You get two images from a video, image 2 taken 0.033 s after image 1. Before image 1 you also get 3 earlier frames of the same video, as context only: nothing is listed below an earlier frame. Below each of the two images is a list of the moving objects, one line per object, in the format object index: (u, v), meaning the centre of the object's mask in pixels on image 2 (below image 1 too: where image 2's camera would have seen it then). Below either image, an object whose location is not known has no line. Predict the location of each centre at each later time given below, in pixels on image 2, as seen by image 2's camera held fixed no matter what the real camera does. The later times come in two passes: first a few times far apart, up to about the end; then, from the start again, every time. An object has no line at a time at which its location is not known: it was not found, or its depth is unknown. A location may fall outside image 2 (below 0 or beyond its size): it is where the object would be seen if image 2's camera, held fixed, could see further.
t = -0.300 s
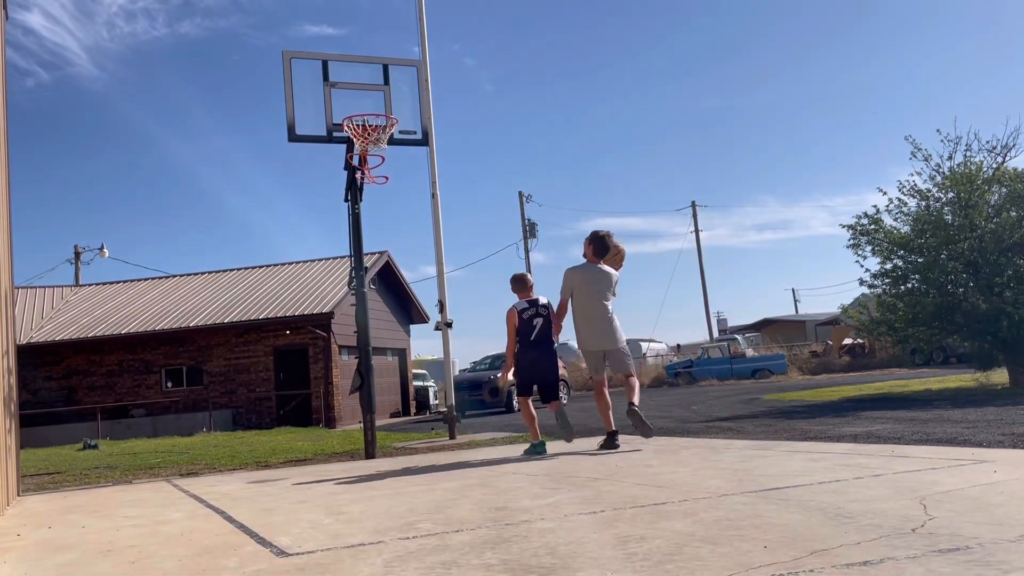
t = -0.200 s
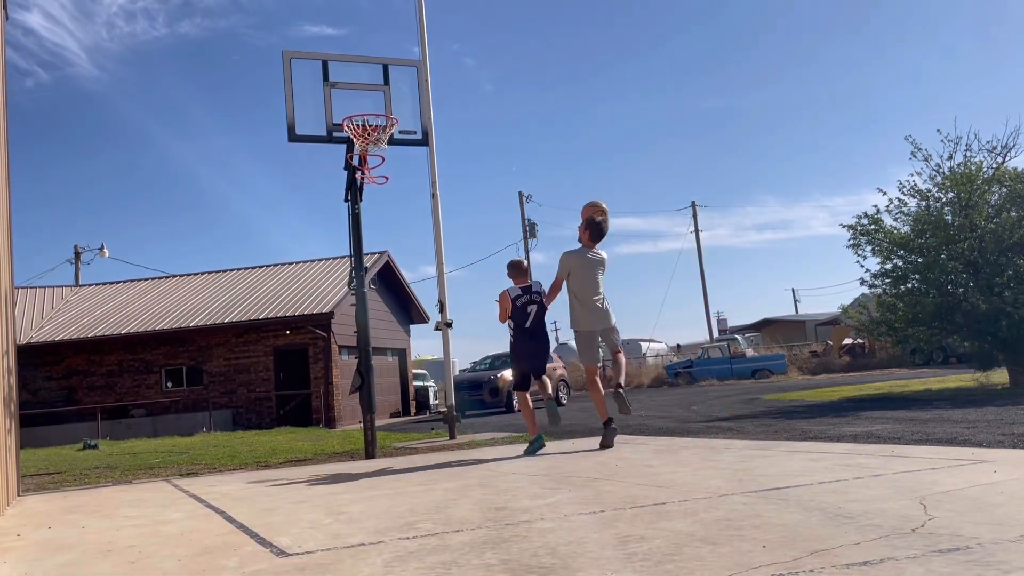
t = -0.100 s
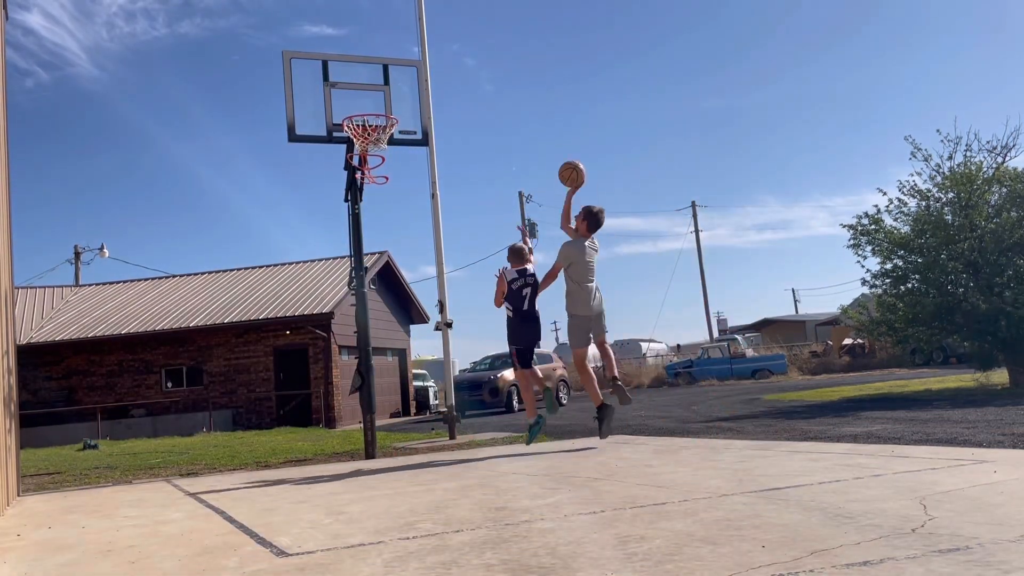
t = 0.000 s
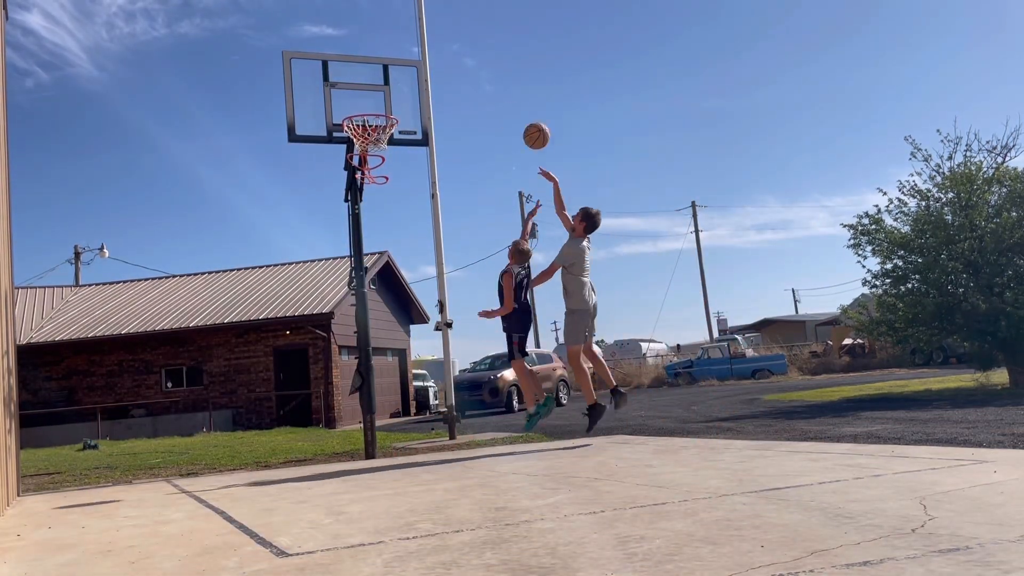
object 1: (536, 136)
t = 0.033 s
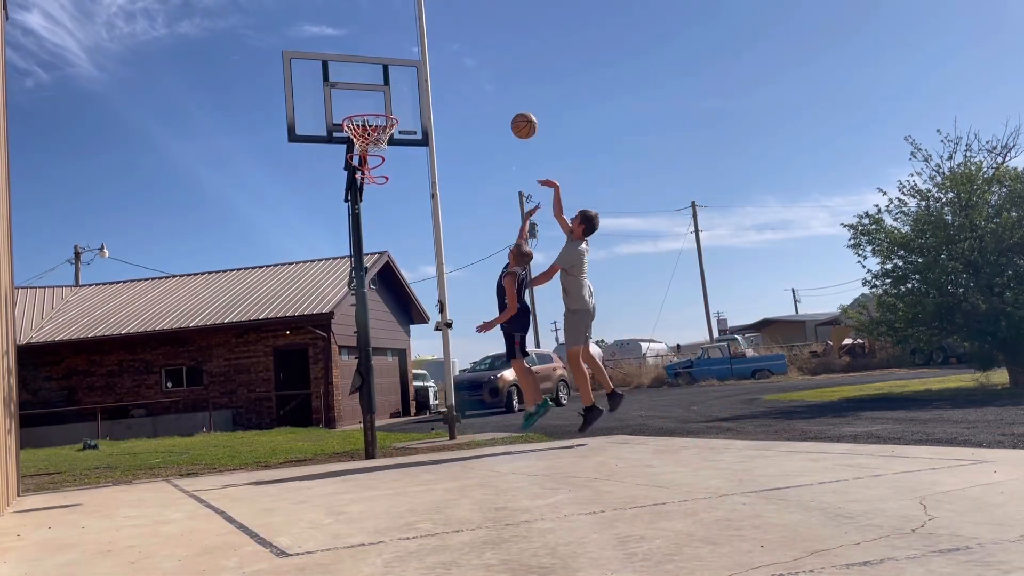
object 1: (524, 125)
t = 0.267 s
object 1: (442, 87)
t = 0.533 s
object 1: (388, 95)
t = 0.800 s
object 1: (364, 139)
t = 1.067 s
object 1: (370, 169)
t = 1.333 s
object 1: (392, 186)
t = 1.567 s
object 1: (417, 244)
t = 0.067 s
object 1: (512, 116)
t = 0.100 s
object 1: (500, 108)
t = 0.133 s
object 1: (488, 102)
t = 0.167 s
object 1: (476, 96)
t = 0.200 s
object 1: (465, 92)
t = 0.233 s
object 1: (453, 89)
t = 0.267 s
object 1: (442, 87)
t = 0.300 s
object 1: (431, 86)
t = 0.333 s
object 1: (420, 86)
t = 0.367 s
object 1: (410, 87)
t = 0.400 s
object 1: (403, 88)
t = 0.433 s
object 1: (399, 88)
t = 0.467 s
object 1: (395, 89)
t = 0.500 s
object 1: (392, 92)
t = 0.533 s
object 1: (388, 95)
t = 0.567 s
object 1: (384, 100)
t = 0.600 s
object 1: (381, 105)
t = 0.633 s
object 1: (377, 109)
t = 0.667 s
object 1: (374, 122)
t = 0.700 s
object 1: (369, 133)
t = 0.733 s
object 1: (368, 138)
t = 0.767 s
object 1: (367, 139)
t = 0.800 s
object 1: (364, 139)
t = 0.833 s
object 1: (363, 141)
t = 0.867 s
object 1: (361, 148)
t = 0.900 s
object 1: (362, 152)
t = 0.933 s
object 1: (362, 156)
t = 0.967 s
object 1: (364, 160)
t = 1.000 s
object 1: (365, 162)
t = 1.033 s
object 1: (367, 165)
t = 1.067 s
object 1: (370, 169)
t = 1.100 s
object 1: (372, 172)
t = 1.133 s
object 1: (375, 174)
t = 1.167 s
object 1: (377, 177)
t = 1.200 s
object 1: (380, 179)
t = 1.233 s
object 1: (383, 180)
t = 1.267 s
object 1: (386, 181)
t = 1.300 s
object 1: (389, 183)
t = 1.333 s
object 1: (392, 186)
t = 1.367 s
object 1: (395, 190)
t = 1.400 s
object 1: (398, 196)
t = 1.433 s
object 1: (402, 203)
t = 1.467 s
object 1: (405, 211)
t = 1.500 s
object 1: (409, 221)
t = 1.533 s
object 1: (413, 231)
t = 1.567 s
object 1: (417, 244)
